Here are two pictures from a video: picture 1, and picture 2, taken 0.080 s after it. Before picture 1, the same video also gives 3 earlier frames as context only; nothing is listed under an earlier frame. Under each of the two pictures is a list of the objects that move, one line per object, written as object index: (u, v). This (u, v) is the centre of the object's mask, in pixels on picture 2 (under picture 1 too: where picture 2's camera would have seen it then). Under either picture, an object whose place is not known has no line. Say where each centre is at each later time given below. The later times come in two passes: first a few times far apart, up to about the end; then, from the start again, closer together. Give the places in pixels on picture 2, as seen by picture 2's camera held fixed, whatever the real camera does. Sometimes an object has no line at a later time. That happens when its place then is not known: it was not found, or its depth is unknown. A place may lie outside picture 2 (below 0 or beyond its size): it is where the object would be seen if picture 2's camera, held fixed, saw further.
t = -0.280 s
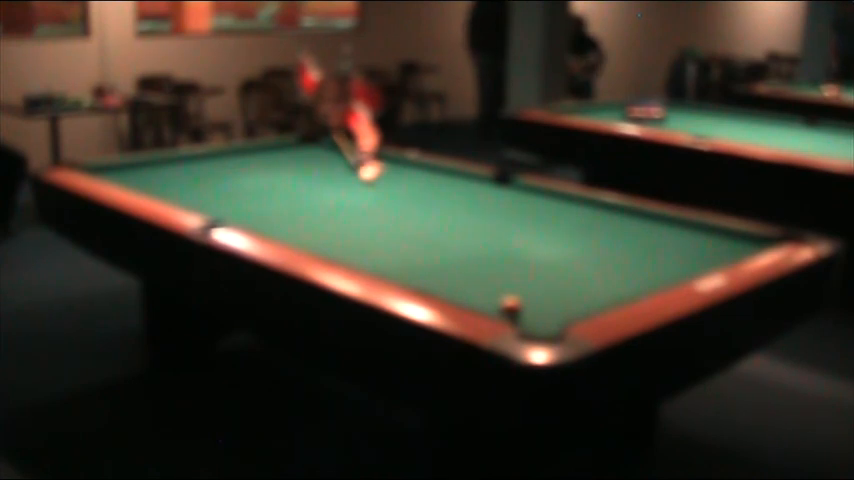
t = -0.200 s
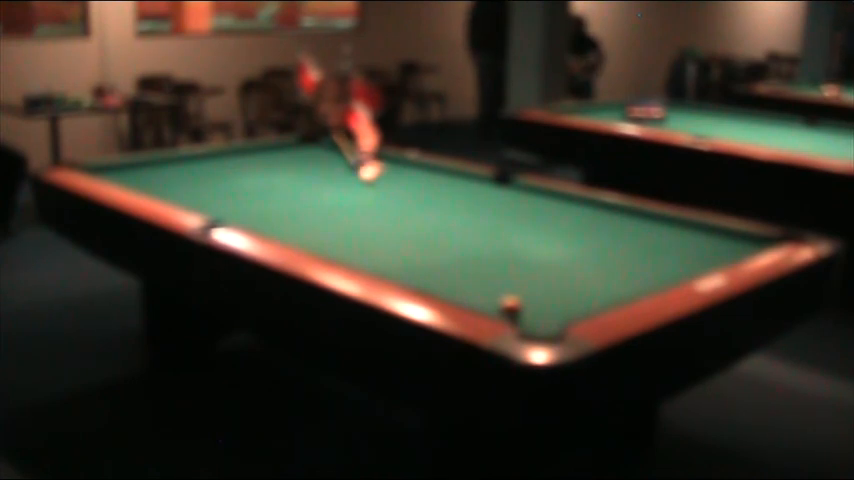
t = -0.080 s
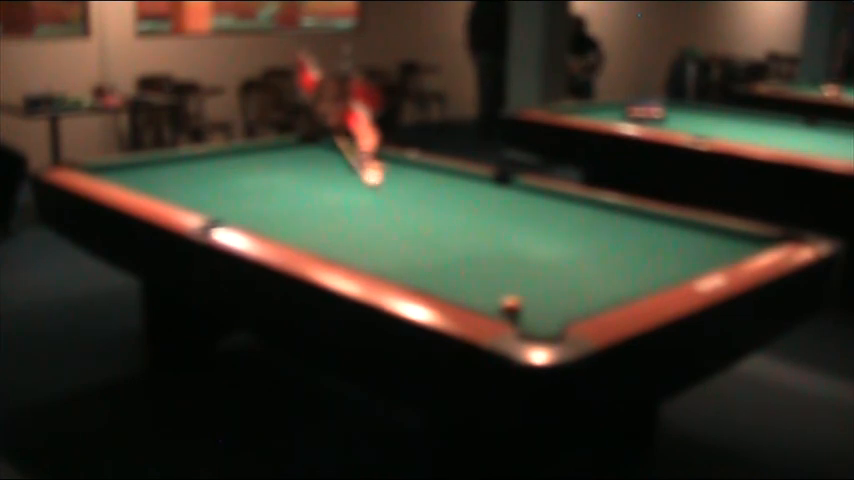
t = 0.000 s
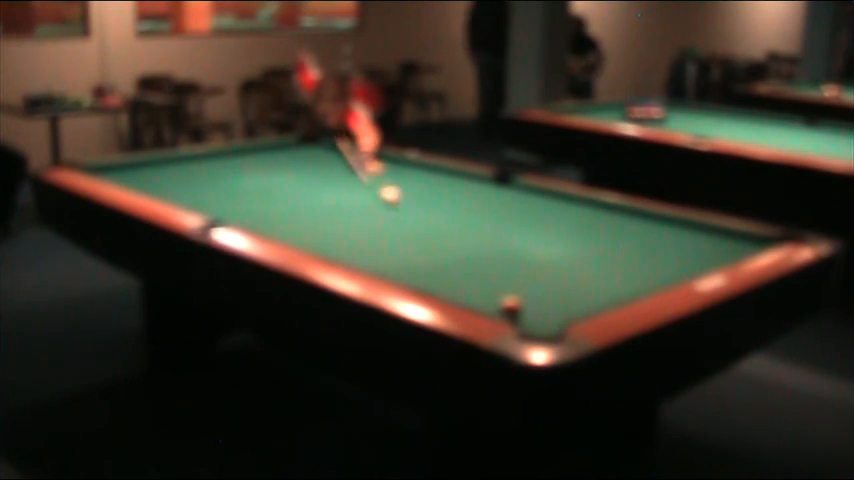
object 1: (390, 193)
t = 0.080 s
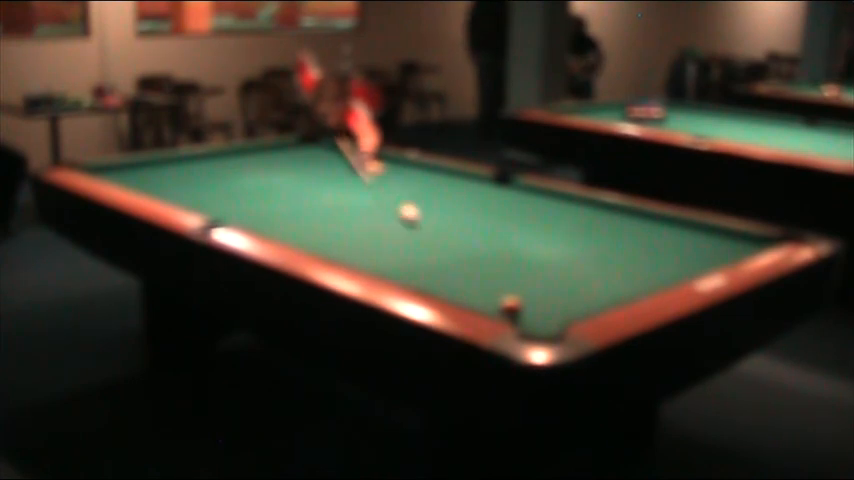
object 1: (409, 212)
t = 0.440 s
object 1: (489, 297)
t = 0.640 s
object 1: (479, 296)
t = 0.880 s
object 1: (479, 289)
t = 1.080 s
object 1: (480, 287)
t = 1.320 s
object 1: (481, 282)
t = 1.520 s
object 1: (481, 278)
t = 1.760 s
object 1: (482, 273)
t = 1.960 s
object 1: (482, 270)
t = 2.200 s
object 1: (483, 266)
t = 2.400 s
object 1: (483, 264)
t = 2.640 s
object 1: (483, 261)
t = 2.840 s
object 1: (484, 258)
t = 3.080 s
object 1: (484, 257)
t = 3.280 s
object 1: (484, 256)
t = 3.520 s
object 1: (484, 254)
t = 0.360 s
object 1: (494, 293)
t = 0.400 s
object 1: (495, 297)
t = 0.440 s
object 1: (489, 297)
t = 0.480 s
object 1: (484, 298)
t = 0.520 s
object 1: (480, 299)
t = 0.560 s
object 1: (480, 298)
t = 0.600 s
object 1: (479, 296)
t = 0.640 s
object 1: (479, 296)
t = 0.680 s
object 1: (479, 295)
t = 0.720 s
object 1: (479, 294)
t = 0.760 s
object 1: (479, 293)
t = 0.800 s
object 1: (479, 293)
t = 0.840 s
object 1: (479, 292)
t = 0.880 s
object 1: (479, 289)
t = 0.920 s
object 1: (479, 290)
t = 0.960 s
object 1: (480, 289)
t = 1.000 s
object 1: (479, 288)
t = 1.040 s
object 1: (480, 285)
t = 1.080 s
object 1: (480, 287)
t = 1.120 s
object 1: (480, 286)
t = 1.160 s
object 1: (480, 283)
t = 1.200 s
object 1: (480, 282)
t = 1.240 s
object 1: (480, 281)
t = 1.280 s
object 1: (480, 282)
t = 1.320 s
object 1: (481, 282)
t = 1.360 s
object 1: (480, 281)
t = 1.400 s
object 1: (481, 281)
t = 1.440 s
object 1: (481, 278)
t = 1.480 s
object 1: (481, 275)
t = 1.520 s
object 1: (481, 278)
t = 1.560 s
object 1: (481, 277)
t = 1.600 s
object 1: (481, 276)
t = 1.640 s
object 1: (481, 275)
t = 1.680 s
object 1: (482, 274)
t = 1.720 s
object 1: (482, 274)
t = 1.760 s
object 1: (482, 273)
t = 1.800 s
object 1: (482, 272)
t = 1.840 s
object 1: (482, 272)
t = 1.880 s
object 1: (482, 272)
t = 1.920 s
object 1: (482, 271)
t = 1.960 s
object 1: (482, 270)
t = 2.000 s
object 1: (482, 270)
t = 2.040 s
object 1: (482, 269)
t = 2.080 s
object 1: (482, 268)
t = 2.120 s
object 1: (482, 267)
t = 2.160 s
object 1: (483, 267)
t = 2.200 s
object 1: (483, 266)
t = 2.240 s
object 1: (483, 266)
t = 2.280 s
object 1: (483, 265)
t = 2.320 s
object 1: (483, 265)
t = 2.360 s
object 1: (483, 264)
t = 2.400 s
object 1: (483, 264)
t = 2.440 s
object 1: (483, 263)
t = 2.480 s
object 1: (483, 262)
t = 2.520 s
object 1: (483, 262)
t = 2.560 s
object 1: (483, 261)
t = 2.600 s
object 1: (483, 261)
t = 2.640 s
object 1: (483, 261)
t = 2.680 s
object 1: (483, 260)
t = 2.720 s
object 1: (483, 260)
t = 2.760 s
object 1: (484, 259)
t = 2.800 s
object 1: (484, 259)
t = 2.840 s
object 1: (484, 258)
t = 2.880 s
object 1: (484, 258)
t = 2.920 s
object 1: (484, 258)
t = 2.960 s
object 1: (484, 258)
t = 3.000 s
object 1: (484, 257)
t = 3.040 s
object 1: (484, 257)
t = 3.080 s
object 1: (484, 257)
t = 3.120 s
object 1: (484, 256)
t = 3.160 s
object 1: (484, 256)
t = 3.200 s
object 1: (484, 256)
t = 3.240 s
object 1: (484, 255)
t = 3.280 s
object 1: (484, 256)
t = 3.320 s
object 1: (484, 255)
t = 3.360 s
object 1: (484, 255)
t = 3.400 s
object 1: (484, 254)
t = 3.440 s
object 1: (484, 254)
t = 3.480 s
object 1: (484, 254)
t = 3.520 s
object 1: (484, 254)
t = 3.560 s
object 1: (484, 254)
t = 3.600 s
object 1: (484, 254)
